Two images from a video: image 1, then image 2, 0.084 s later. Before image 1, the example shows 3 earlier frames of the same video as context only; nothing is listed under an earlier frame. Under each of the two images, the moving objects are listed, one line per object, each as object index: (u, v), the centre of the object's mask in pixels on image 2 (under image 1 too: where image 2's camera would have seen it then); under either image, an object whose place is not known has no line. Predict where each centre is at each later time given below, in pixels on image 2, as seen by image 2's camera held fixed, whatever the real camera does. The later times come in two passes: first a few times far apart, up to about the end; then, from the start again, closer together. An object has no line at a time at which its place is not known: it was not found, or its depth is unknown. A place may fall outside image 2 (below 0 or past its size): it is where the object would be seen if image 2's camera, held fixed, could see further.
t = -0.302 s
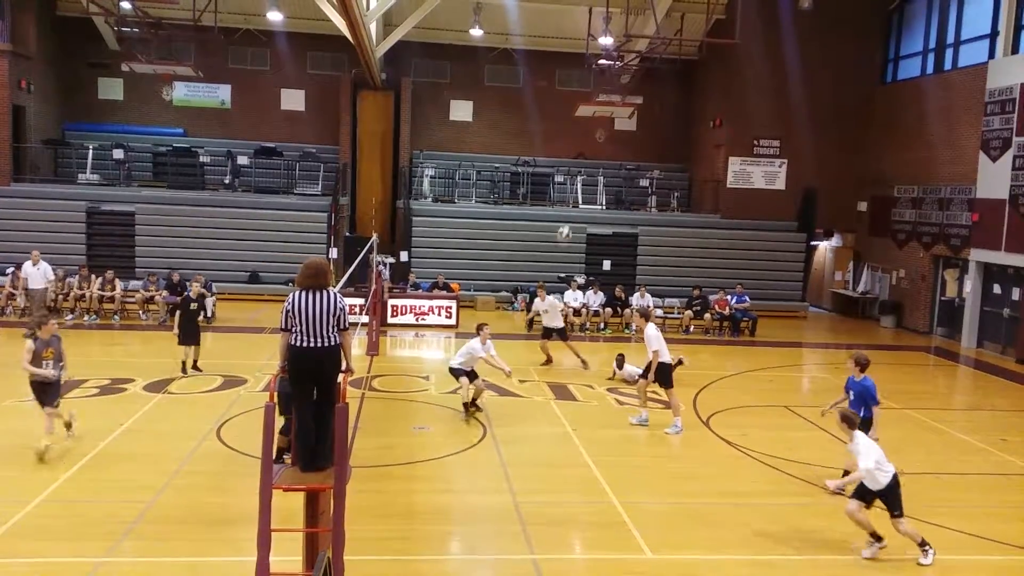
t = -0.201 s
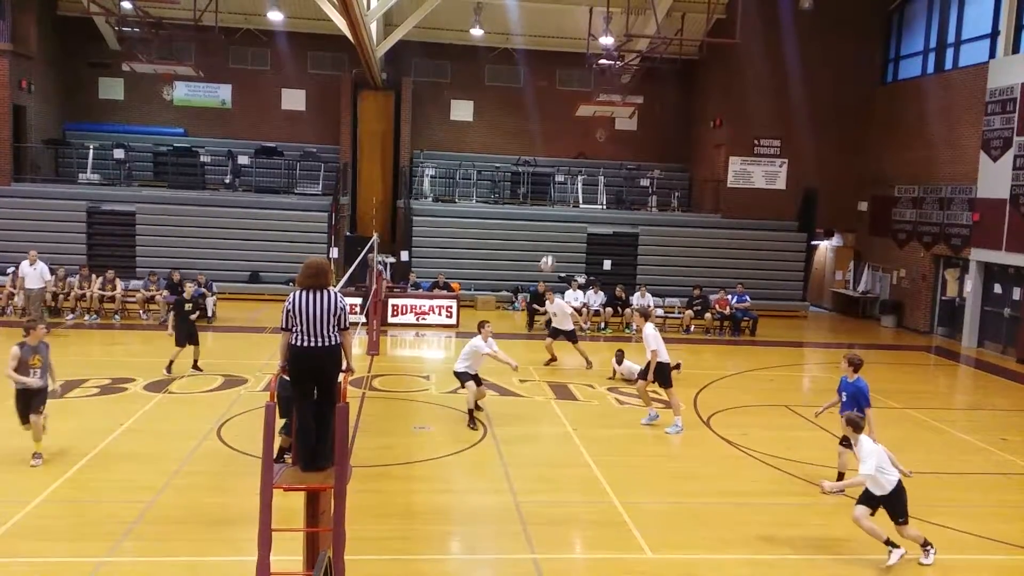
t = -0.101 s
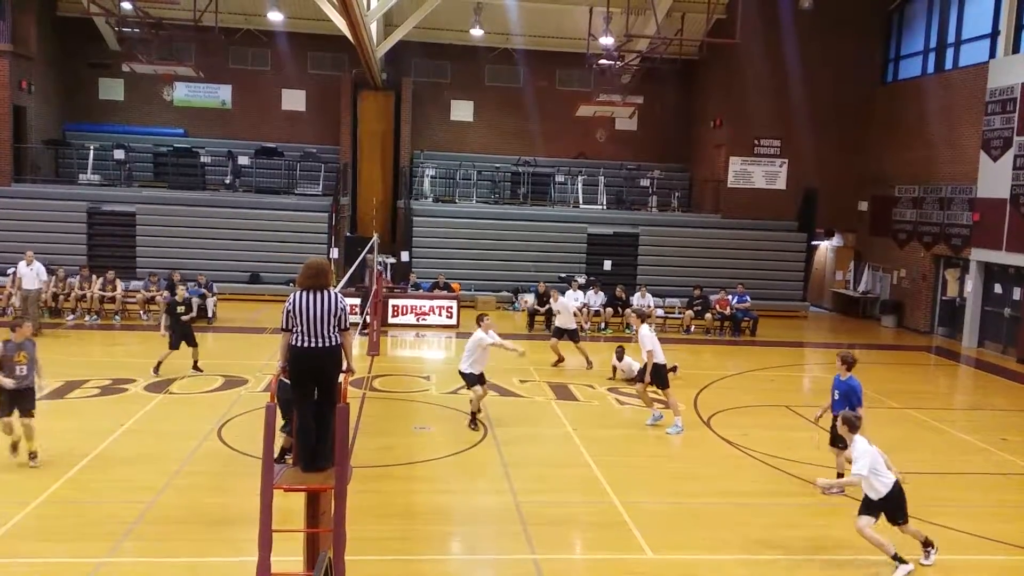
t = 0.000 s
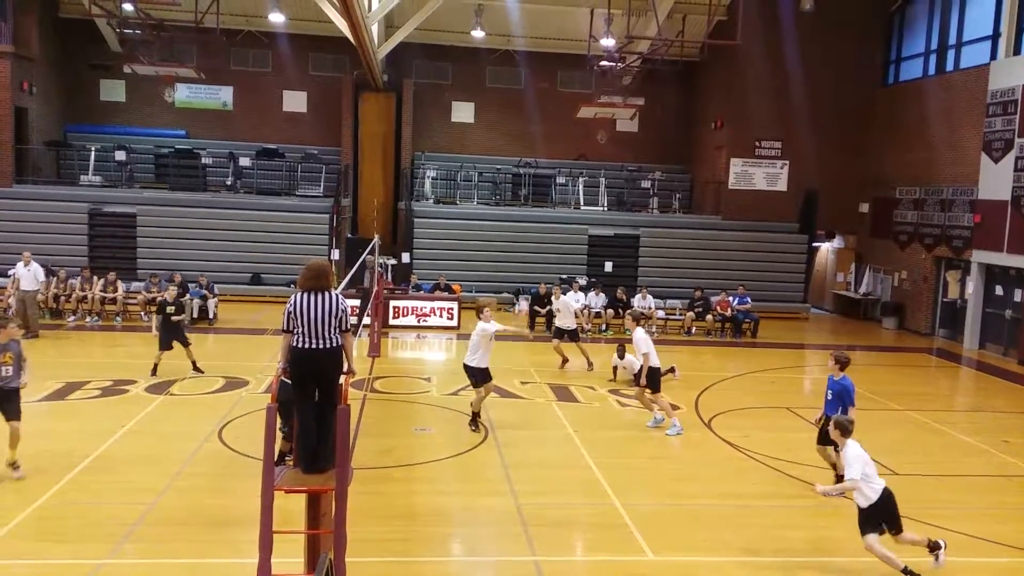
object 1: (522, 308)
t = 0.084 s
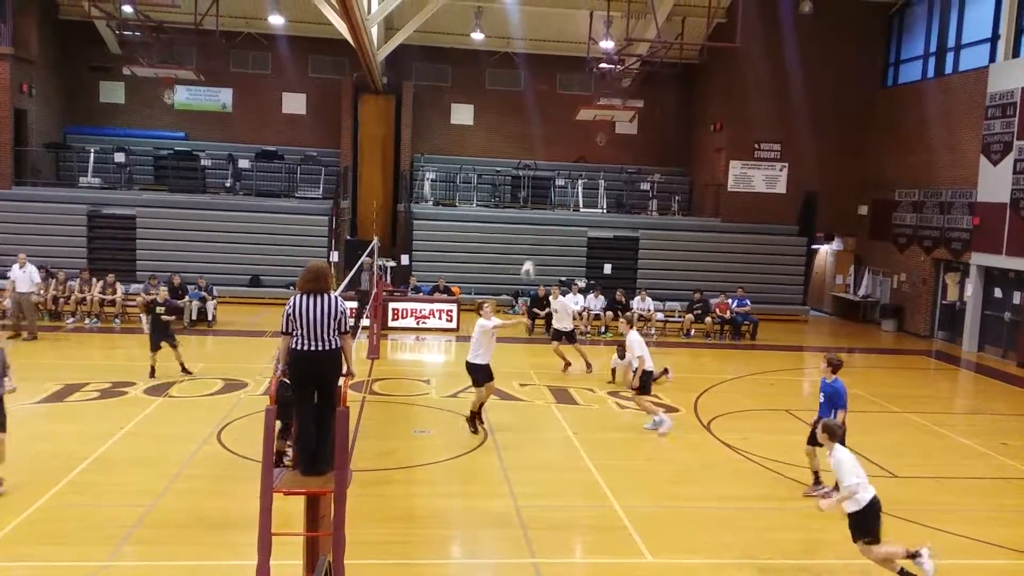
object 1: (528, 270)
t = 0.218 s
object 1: (539, 211)
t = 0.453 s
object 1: (556, 132)
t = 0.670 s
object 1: (571, 93)
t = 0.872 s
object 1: (585, 91)
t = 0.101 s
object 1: (530, 262)
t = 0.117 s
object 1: (531, 253)
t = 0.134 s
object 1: (533, 246)
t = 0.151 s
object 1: (534, 238)
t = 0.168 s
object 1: (535, 231)
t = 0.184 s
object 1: (537, 224)
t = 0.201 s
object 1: (538, 217)
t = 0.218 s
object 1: (539, 211)
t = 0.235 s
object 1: (541, 203)
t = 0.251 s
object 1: (542, 196)
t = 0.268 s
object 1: (543, 190)
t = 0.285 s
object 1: (544, 184)
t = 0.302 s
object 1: (546, 178)
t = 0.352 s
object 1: (550, 160)
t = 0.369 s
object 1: (550, 154)
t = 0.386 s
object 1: (551, 151)
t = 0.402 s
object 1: (553, 145)
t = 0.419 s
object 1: (554, 141)
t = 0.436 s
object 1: (555, 136)
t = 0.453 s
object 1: (556, 132)
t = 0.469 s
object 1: (557, 128)
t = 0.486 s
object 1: (559, 124)
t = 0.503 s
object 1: (560, 120)
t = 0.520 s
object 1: (561, 117)
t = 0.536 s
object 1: (562, 113)
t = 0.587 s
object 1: (566, 103)
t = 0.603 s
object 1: (567, 101)
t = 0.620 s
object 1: (568, 99)
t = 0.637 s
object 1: (569, 97)
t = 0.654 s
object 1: (570, 95)
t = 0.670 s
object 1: (571, 93)
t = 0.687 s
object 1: (572, 92)
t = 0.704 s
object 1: (573, 90)
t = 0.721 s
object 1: (575, 89)
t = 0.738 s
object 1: (576, 89)
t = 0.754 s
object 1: (577, 88)
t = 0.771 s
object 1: (578, 87)
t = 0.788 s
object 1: (579, 88)
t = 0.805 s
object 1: (580, 88)
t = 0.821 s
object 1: (581, 88)
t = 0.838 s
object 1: (582, 89)
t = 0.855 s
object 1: (583, 90)
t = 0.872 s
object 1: (585, 91)
